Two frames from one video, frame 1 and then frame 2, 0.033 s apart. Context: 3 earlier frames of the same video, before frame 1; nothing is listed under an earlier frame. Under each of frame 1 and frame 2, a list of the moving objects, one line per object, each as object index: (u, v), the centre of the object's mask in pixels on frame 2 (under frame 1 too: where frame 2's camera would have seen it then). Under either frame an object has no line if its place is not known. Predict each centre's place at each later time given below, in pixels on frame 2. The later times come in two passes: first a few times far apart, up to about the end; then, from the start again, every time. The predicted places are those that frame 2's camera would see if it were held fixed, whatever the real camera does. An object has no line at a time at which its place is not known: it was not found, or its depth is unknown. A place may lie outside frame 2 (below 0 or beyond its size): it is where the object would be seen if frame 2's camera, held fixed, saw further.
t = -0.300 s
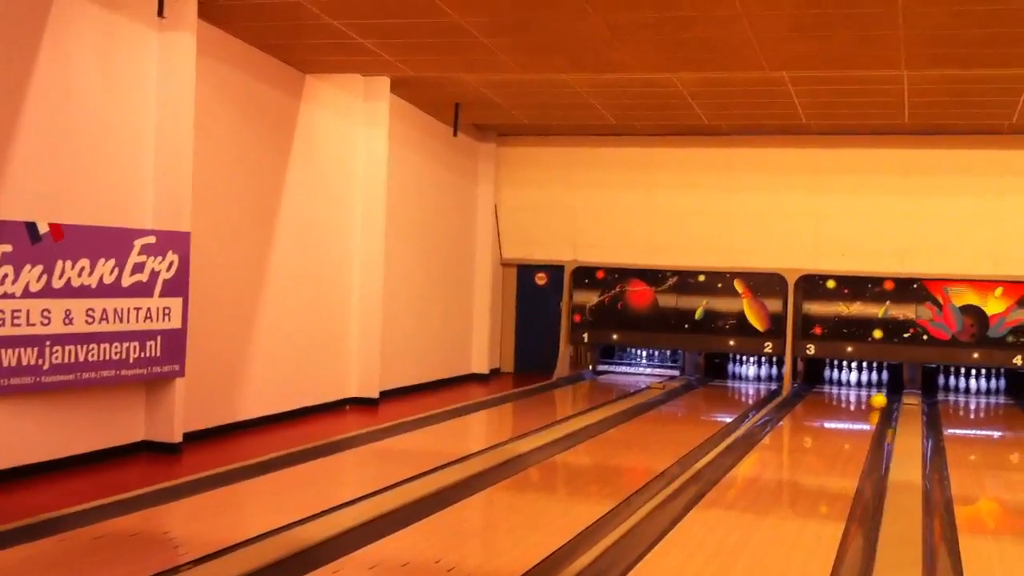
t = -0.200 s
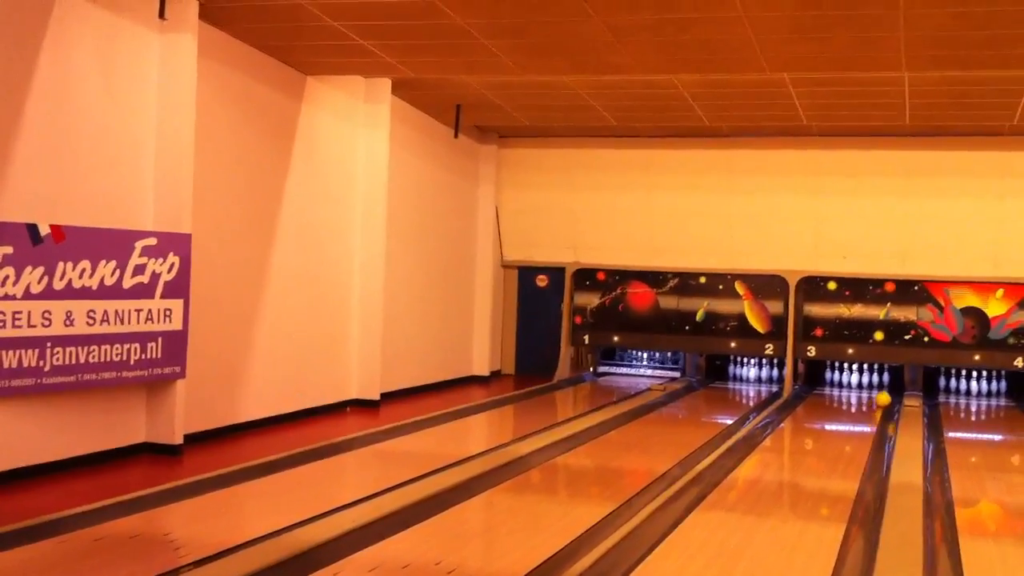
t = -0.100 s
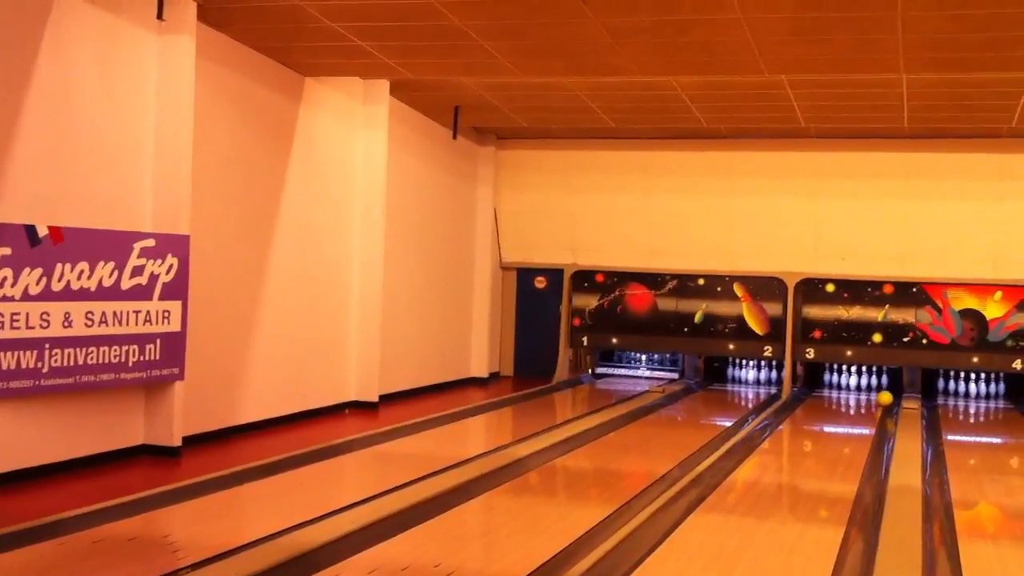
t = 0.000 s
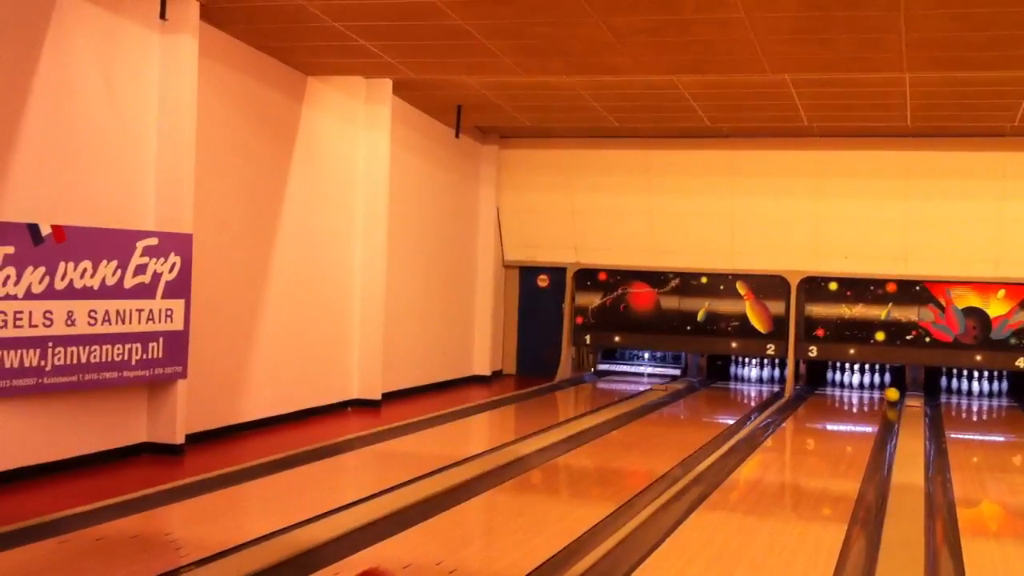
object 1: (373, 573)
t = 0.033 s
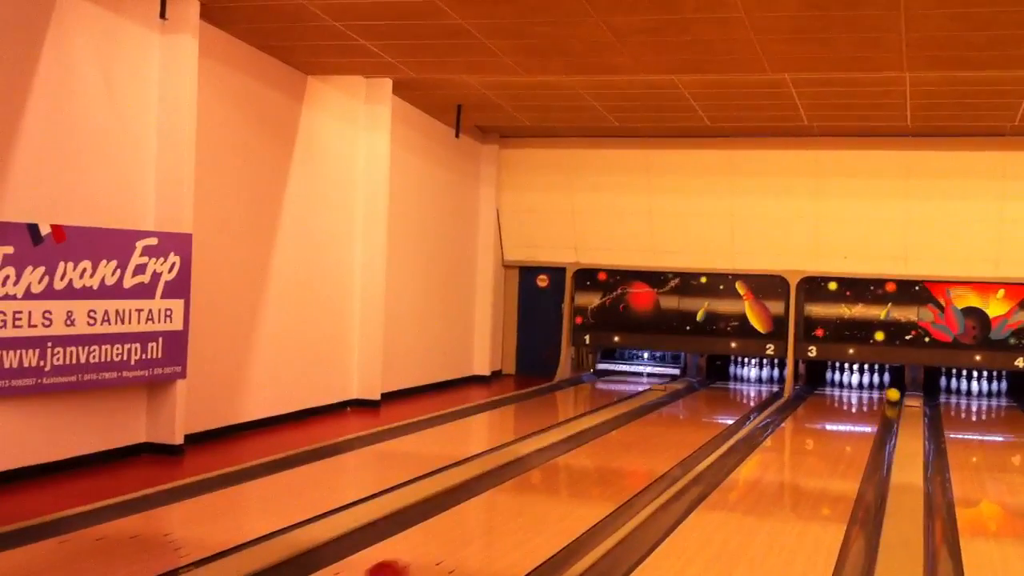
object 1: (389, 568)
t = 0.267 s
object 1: (476, 531)
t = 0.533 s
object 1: (543, 490)
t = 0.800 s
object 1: (590, 462)
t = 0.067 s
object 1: (402, 564)
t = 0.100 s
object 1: (416, 560)
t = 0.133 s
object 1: (429, 557)
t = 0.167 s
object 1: (441, 551)
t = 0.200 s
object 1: (453, 543)
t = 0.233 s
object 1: (465, 537)
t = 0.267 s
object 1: (476, 531)
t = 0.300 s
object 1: (485, 525)
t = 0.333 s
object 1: (494, 520)
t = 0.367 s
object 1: (503, 514)
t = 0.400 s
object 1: (512, 509)
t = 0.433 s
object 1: (521, 504)
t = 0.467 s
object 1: (528, 499)
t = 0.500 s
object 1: (536, 495)
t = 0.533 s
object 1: (543, 490)
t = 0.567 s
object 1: (550, 487)
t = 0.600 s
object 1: (556, 482)
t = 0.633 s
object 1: (562, 479)
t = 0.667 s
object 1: (569, 475)
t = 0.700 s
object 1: (574, 472)
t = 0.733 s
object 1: (579, 469)
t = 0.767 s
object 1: (585, 465)
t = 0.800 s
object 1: (590, 462)
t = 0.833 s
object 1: (595, 459)
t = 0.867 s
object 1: (600, 456)
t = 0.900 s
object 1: (604, 454)
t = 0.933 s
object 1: (609, 451)
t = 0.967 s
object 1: (613, 448)
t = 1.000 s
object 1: (617, 445)
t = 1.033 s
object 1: (621, 443)
